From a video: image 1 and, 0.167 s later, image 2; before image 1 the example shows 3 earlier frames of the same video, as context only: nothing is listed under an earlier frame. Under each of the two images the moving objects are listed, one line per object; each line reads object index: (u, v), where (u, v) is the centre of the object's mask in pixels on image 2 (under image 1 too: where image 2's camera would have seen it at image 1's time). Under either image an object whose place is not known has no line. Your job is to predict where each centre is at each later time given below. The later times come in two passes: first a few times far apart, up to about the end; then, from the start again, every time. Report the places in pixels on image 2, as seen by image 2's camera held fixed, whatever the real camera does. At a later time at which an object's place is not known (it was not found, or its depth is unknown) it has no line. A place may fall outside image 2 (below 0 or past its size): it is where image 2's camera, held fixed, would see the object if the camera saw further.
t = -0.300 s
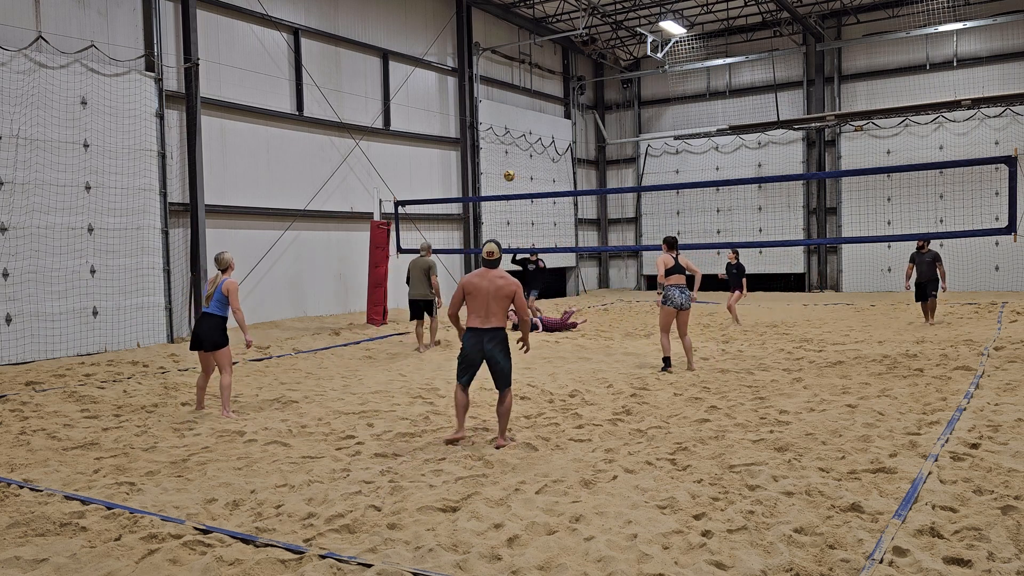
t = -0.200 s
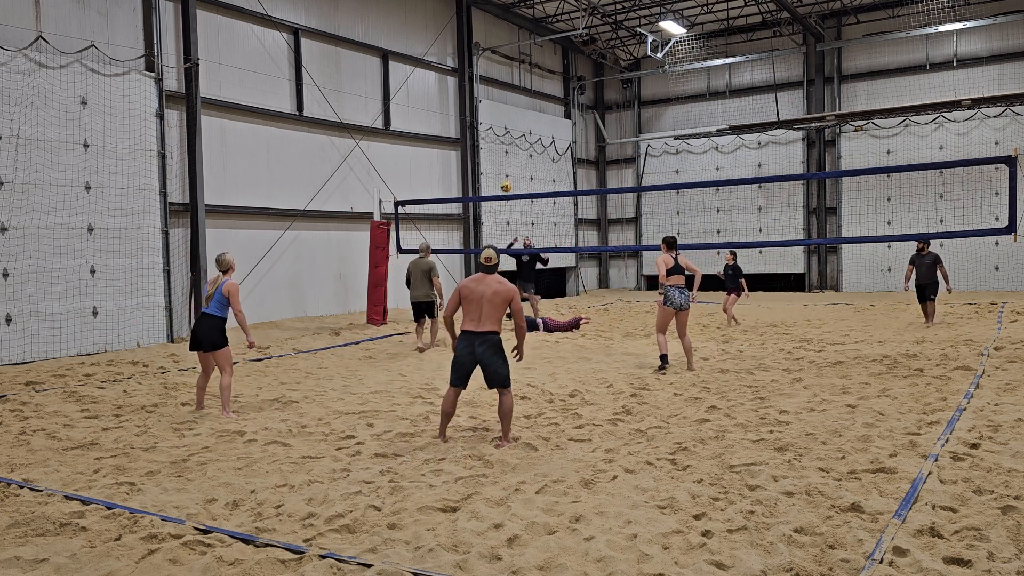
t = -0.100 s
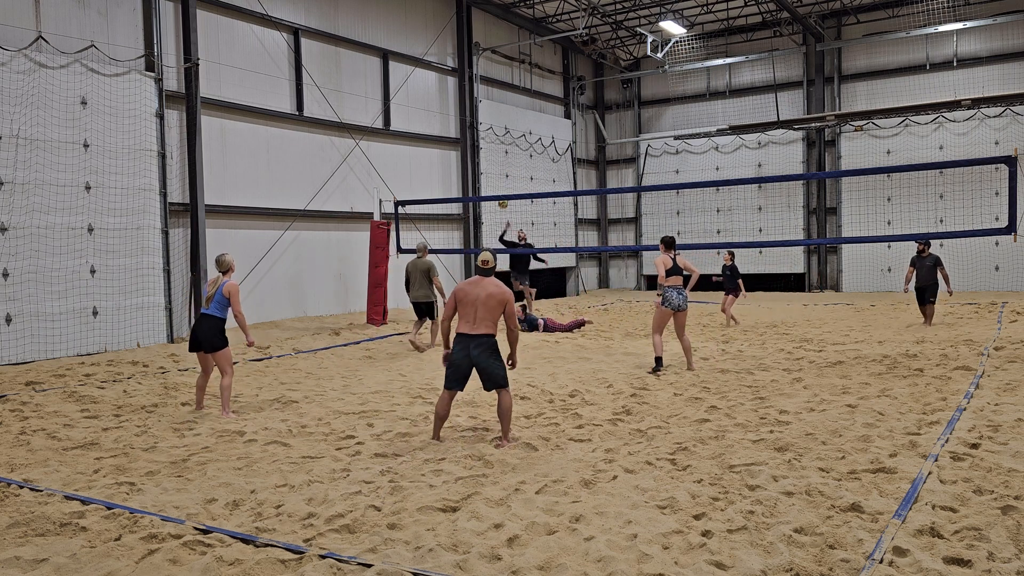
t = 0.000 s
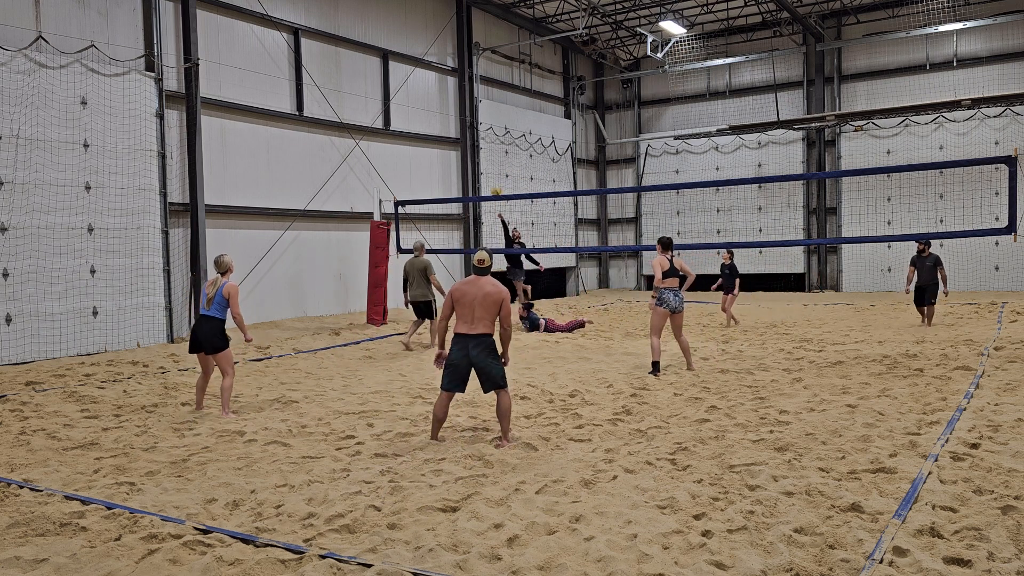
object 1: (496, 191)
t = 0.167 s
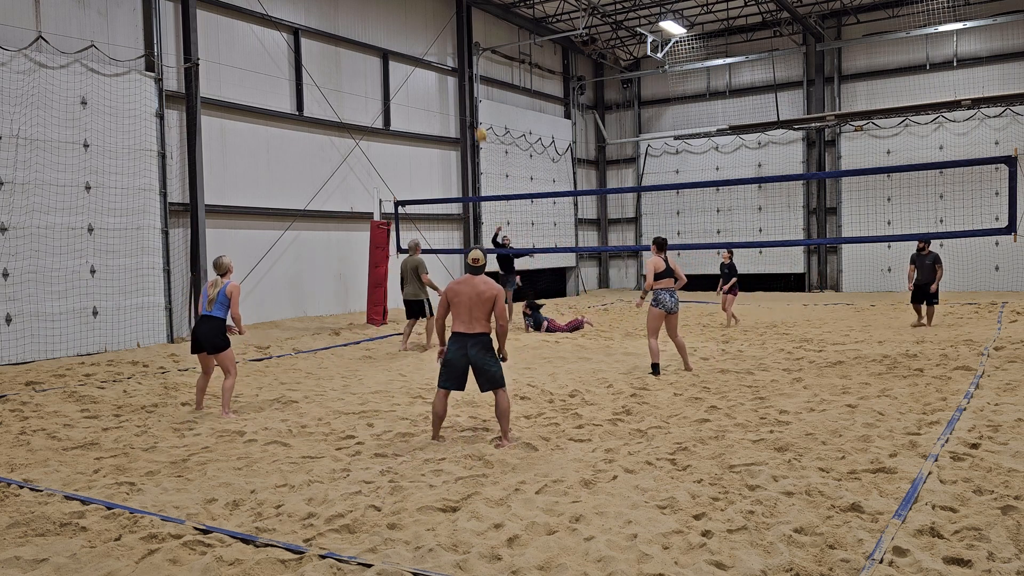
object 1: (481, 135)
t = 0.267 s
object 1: (471, 104)
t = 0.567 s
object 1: (435, 31)
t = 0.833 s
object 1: (394, 7)
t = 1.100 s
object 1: (336, 42)
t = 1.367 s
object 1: (251, 186)
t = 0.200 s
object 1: (477, 124)
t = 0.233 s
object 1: (474, 114)
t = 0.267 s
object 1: (471, 104)
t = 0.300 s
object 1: (467, 94)
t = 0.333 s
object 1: (463, 84)
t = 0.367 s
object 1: (460, 75)
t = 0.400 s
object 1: (456, 67)
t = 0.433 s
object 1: (452, 59)
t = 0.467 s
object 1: (448, 51)
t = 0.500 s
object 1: (444, 44)
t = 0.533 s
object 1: (439, 37)
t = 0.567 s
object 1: (435, 31)
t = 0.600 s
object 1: (430, 25)
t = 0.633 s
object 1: (426, 20)
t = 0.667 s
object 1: (421, 16)
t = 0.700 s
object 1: (416, 13)
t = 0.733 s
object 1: (411, 10)
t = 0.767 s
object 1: (405, 8)
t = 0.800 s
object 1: (400, 8)
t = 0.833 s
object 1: (394, 7)
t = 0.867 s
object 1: (388, 7)
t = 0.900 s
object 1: (382, 8)
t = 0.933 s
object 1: (375, 10)
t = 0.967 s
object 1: (368, 14)
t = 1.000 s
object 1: (361, 19)
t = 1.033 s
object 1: (353, 25)
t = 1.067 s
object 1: (344, 33)
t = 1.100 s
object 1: (336, 42)
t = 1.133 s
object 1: (328, 52)
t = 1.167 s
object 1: (319, 65)
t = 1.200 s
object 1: (308, 80)
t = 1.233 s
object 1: (298, 97)
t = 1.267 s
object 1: (287, 116)
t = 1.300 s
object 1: (276, 137)
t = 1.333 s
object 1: (263, 162)
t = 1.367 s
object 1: (251, 186)
